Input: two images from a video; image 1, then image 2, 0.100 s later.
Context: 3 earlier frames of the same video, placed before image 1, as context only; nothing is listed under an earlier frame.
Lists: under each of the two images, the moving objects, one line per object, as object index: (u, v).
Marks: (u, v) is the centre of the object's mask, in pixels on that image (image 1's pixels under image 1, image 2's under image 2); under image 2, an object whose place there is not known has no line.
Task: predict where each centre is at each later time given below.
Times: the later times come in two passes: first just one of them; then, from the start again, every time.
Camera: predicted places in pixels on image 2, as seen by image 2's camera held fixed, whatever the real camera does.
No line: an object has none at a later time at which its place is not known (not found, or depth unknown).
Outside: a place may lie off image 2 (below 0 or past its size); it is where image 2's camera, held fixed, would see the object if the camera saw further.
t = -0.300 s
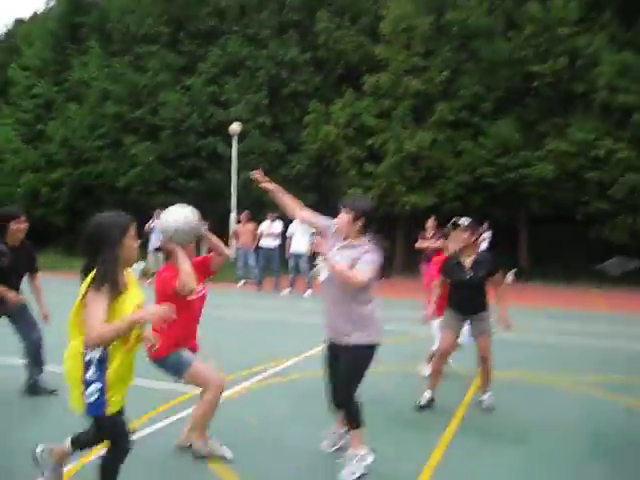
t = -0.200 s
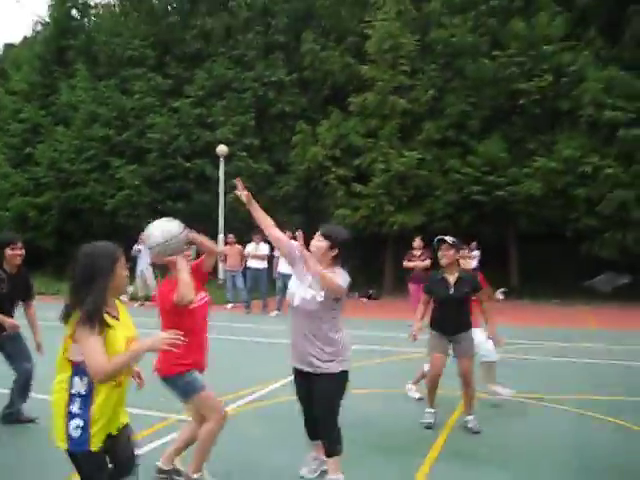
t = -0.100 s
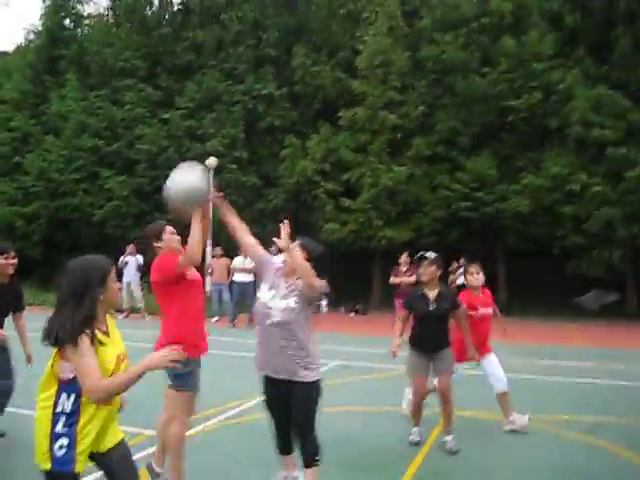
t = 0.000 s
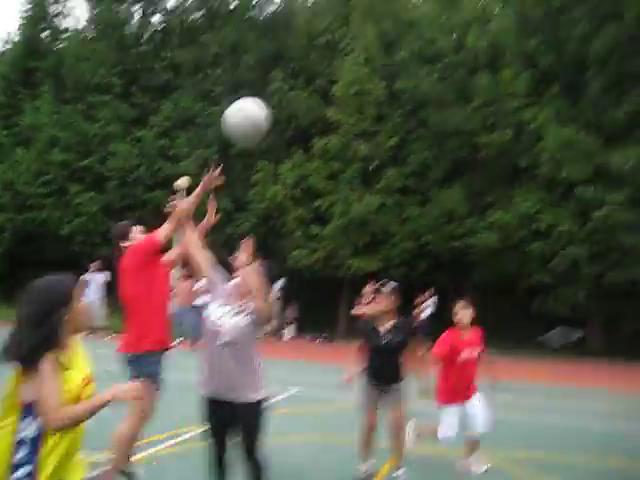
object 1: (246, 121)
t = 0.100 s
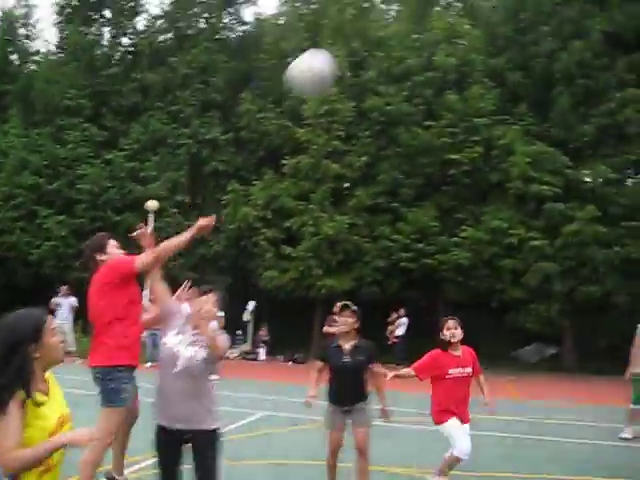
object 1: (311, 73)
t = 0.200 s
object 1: (401, 25)
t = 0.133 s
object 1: (341, 56)
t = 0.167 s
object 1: (374, 41)
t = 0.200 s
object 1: (401, 25)
